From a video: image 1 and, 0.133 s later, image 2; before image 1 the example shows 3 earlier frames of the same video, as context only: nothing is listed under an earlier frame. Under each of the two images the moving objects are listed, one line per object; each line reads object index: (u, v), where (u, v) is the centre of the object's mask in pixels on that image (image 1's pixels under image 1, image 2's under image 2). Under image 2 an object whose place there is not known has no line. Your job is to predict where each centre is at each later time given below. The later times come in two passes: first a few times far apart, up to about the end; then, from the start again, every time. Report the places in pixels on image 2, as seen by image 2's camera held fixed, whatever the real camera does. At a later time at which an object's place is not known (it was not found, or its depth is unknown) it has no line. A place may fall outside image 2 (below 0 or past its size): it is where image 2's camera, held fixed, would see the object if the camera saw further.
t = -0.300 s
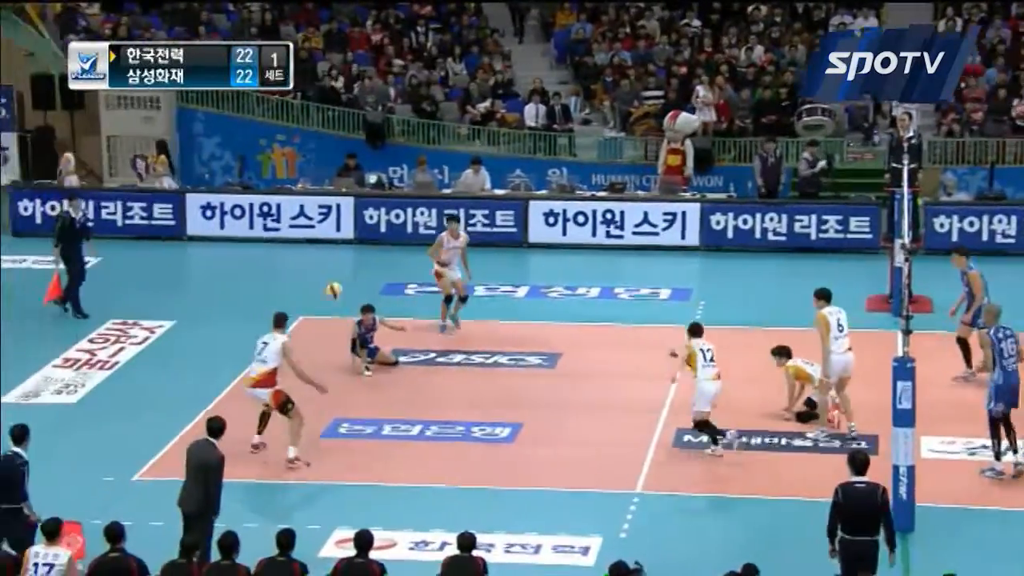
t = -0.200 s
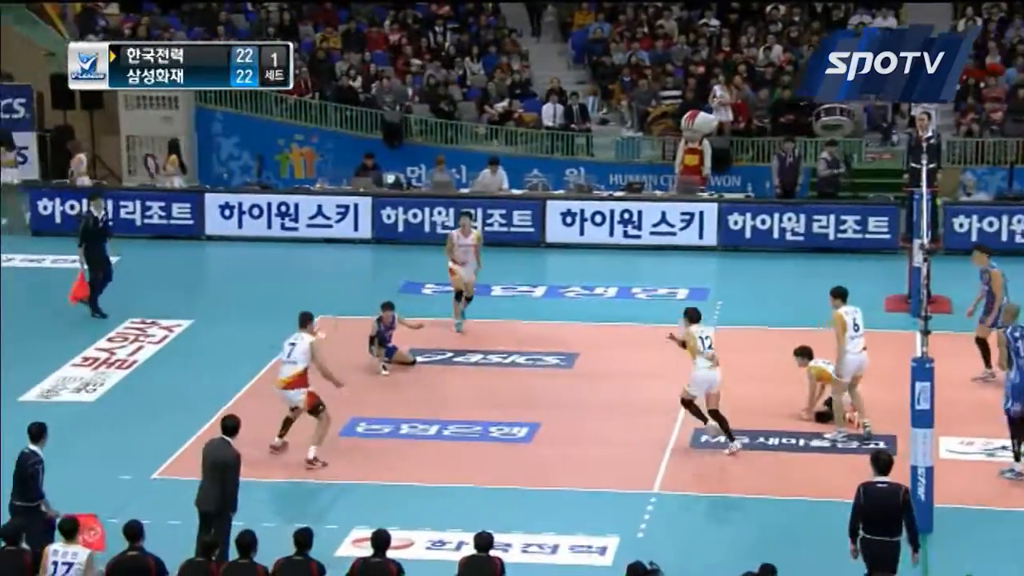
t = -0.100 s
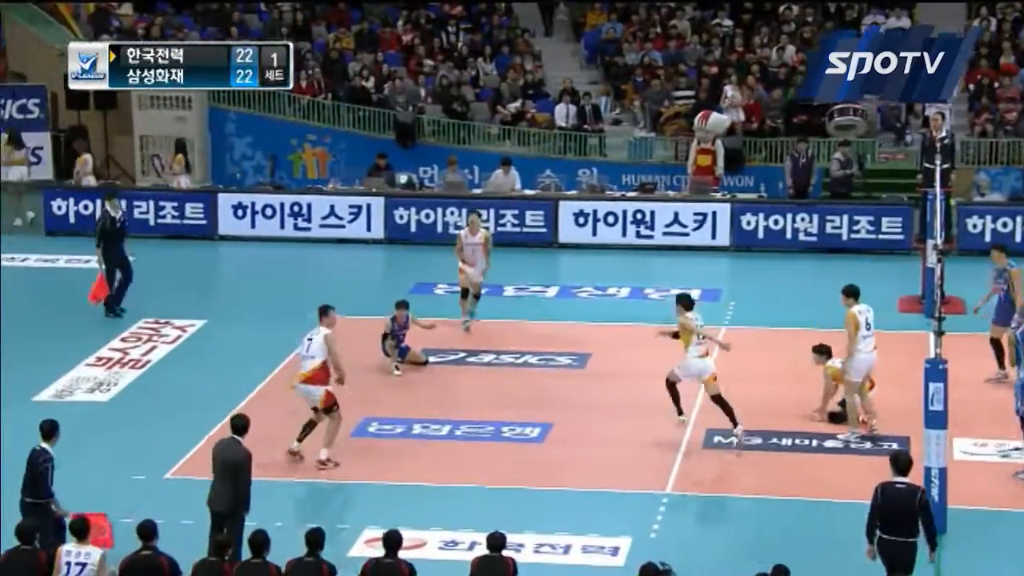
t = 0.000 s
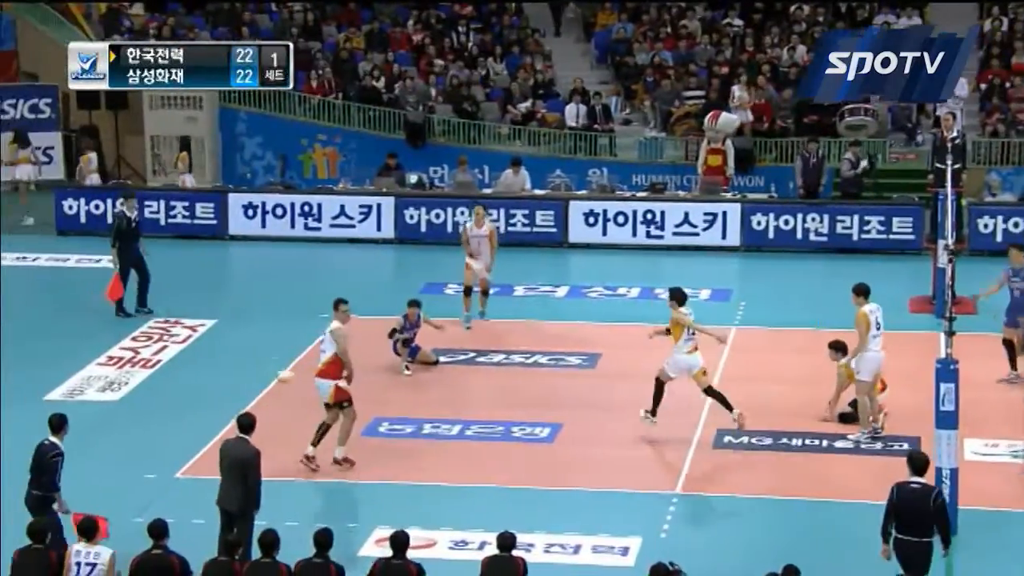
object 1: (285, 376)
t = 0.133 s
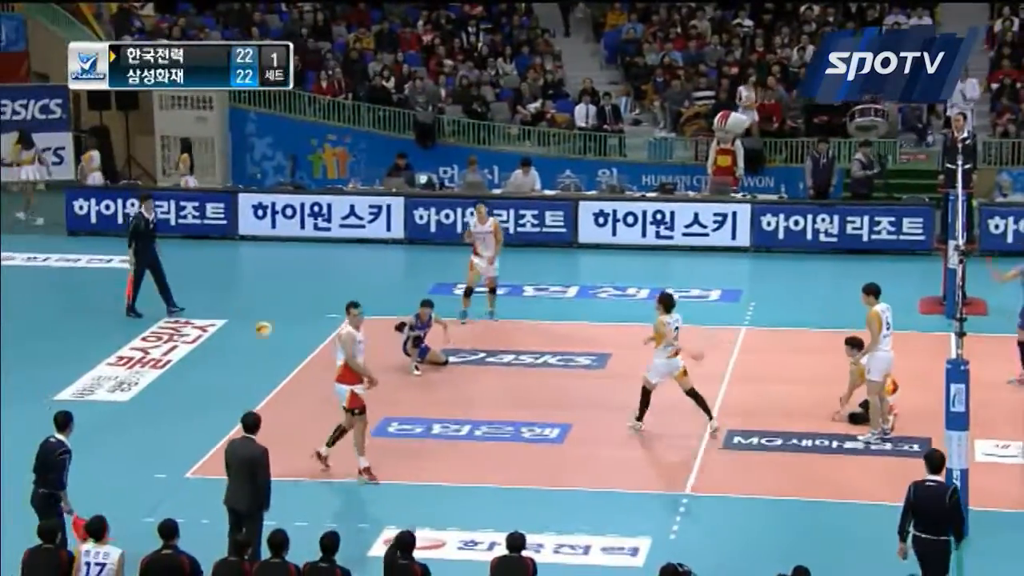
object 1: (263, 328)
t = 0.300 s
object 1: (227, 289)
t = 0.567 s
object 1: (169, 271)
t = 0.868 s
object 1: (110, 309)
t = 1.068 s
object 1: (73, 370)
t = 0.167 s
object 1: (255, 319)
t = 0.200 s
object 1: (249, 312)
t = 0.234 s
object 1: (241, 304)
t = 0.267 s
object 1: (234, 296)
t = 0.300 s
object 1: (227, 289)
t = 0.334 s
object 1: (219, 284)
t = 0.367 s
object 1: (212, 279)
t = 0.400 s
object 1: (204, 277)
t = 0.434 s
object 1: (198, 273)
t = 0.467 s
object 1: (191, 271)
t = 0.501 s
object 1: (183, 270)
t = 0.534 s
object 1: (176, 270)
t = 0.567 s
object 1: (169, 271)
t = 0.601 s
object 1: (163, 272)
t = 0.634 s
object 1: (156, 274)
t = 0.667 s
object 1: (149, 276)
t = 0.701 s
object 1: (142, 280)
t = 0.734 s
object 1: (135, 284)
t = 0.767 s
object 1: (129, 288)
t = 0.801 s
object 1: (122, 295)
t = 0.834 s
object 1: (116, 302)
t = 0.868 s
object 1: (110, 309)
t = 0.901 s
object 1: (104, 317)
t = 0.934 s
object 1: (96, 326)
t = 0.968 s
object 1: (91, 337)
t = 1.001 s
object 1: (84, 347)
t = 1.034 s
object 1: (79, 359)
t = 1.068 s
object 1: (73, 370)
